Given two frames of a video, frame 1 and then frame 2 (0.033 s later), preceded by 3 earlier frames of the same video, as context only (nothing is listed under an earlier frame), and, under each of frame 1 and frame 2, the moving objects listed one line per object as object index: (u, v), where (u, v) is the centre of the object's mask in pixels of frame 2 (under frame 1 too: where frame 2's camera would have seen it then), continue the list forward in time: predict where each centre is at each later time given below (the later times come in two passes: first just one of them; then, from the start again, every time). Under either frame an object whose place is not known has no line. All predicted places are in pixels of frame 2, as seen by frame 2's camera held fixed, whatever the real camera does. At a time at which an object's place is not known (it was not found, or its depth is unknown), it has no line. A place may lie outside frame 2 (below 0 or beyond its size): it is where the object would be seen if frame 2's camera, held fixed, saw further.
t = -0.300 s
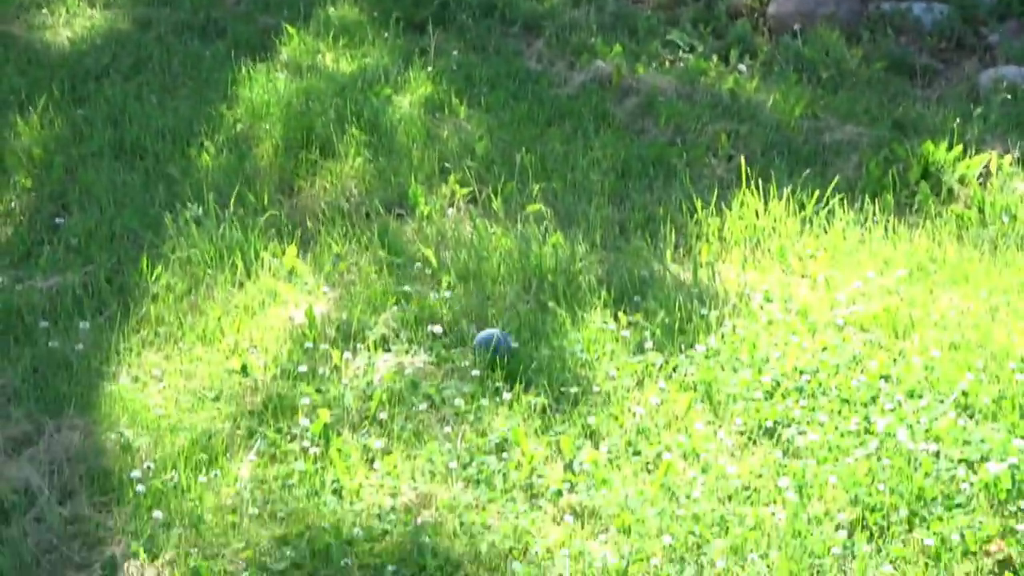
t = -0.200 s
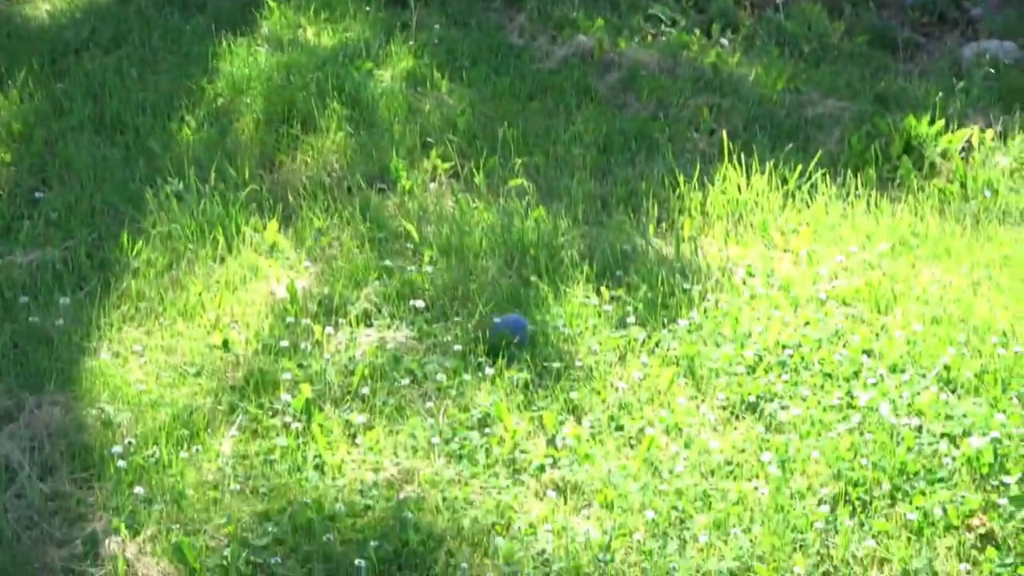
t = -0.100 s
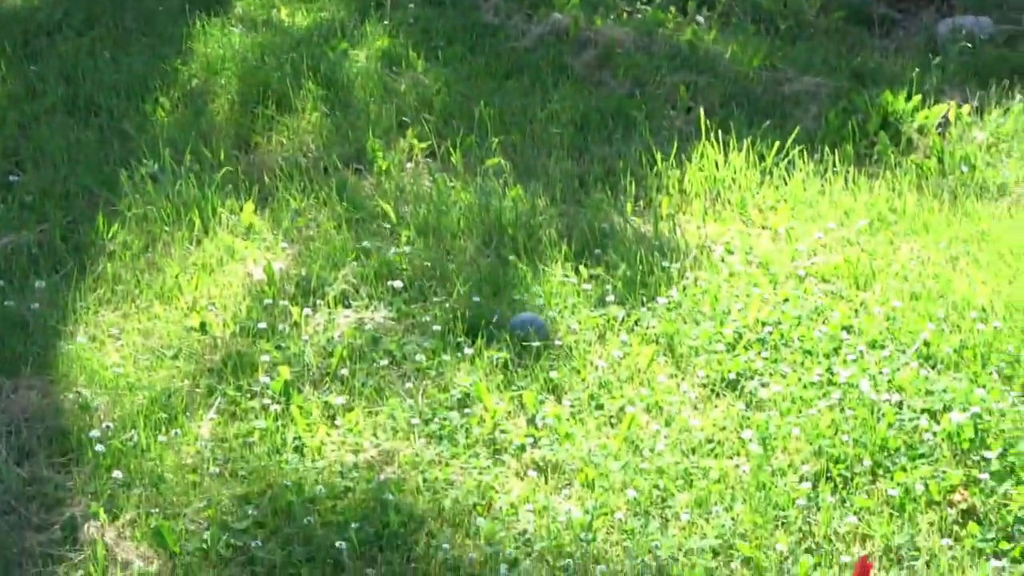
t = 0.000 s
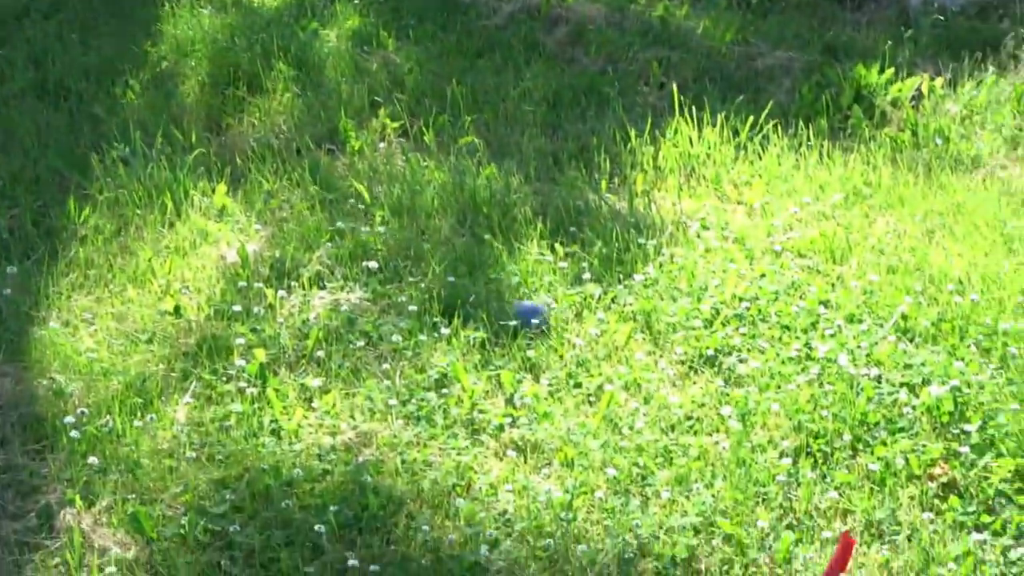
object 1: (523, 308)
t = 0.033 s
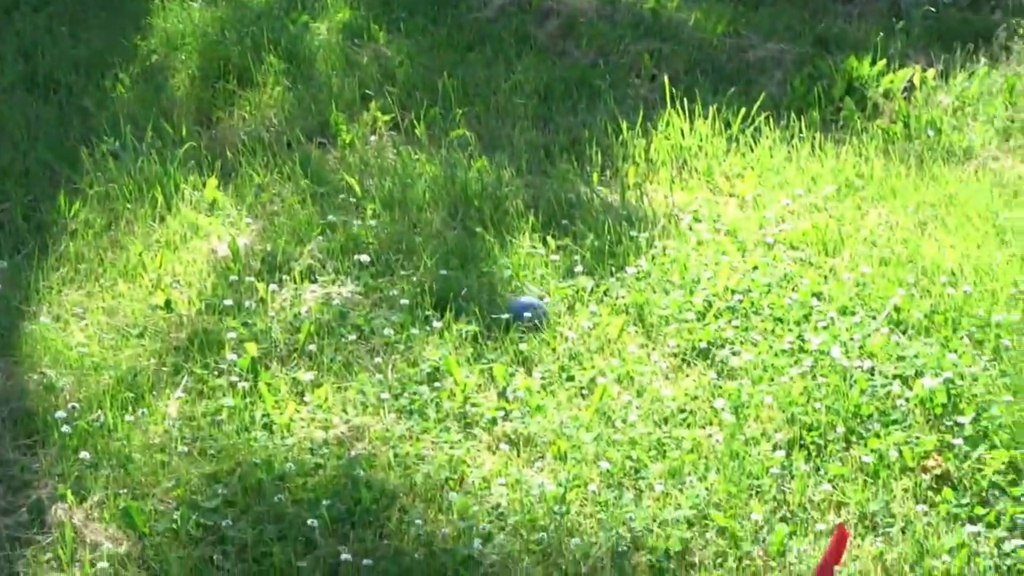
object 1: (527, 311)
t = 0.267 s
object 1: (544, 328)
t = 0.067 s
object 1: (531, 315)
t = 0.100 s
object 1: (535, 317)
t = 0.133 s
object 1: (537, 321)
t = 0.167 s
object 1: (542, 324)
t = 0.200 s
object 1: (542, 327)
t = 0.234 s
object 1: (543, 328)
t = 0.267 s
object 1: (544, 328)
